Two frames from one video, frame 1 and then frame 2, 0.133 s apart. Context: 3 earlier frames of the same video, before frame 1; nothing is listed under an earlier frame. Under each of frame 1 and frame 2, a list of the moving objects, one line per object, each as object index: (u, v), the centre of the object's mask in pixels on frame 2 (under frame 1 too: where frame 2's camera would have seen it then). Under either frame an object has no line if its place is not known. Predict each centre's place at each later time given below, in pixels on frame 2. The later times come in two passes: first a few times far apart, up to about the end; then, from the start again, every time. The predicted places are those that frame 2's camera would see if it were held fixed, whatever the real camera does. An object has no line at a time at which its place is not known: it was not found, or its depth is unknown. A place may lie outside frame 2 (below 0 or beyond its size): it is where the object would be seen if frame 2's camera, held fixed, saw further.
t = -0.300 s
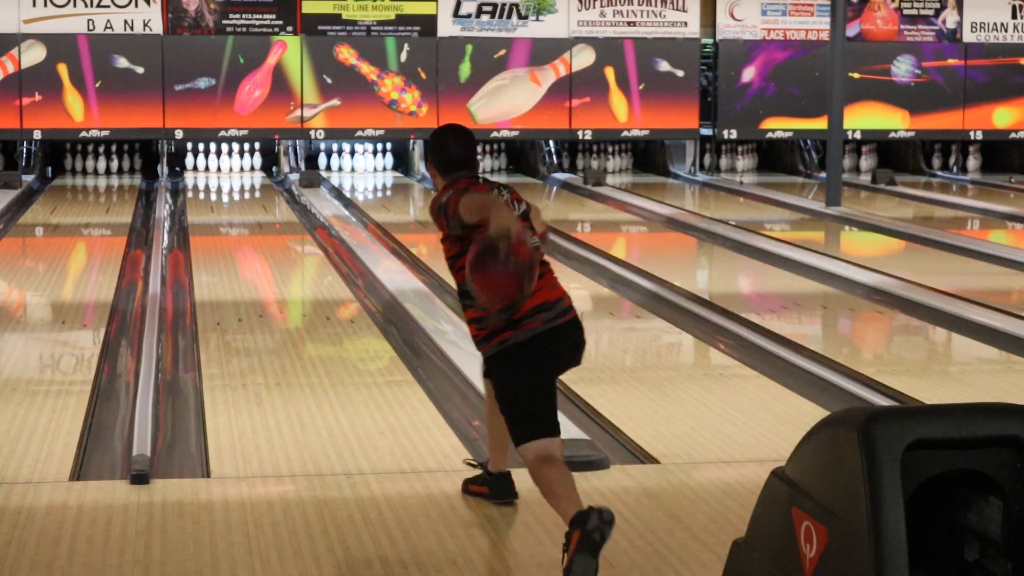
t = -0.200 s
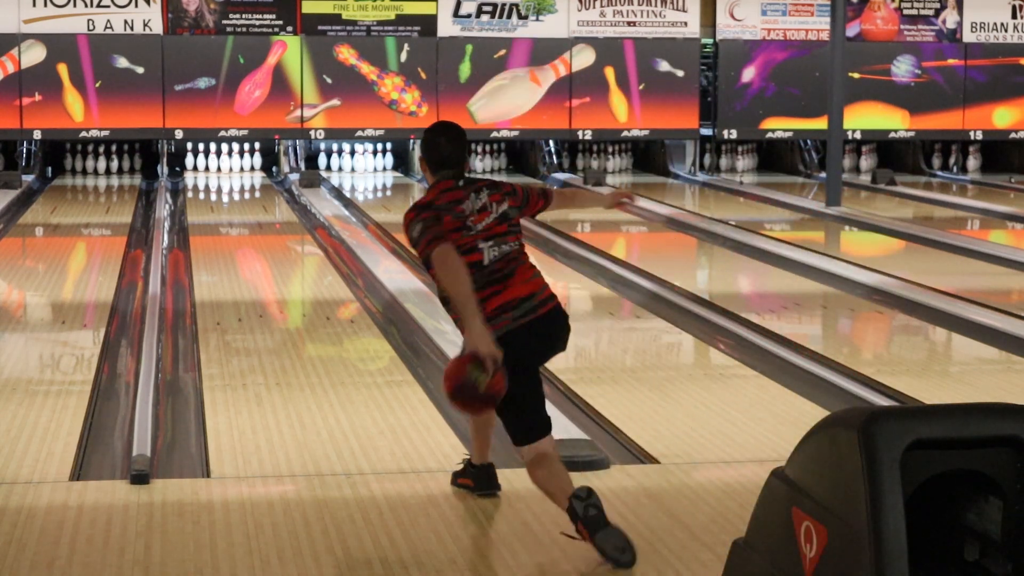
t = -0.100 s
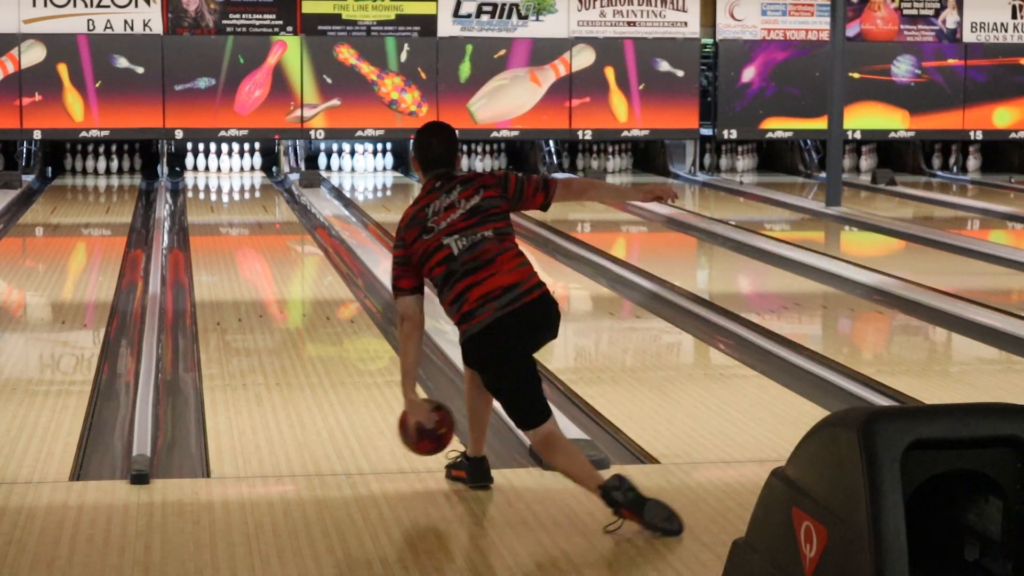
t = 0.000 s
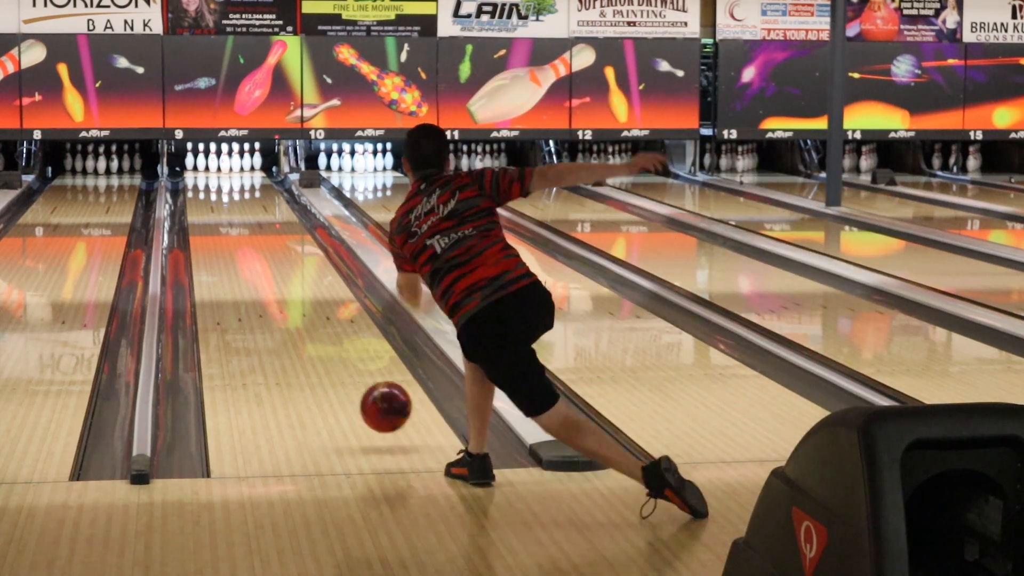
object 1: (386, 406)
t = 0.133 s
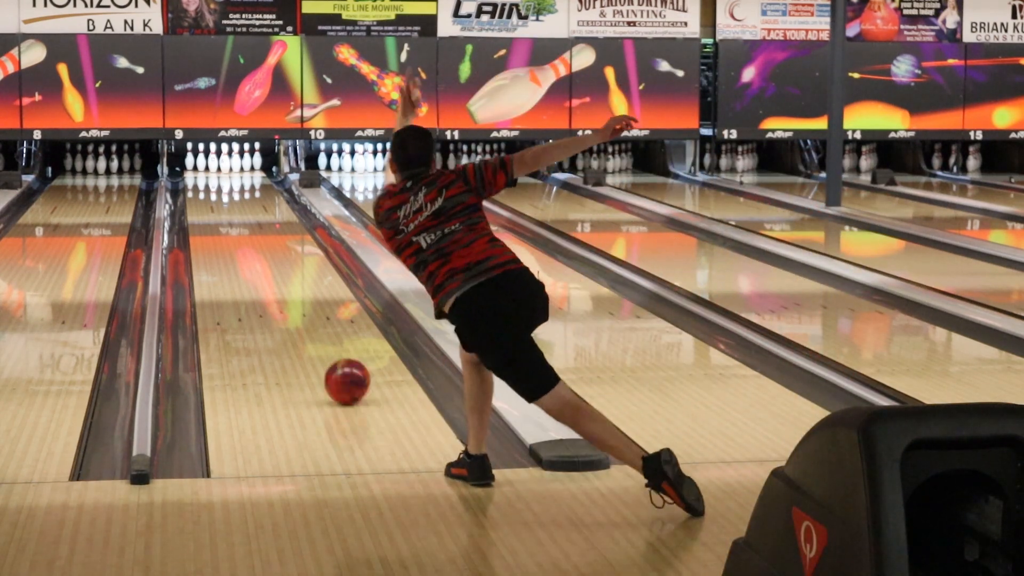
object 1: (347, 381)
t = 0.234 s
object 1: (324, 355)
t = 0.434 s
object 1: (287, 313)
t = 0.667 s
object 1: (257, 277)
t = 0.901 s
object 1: (235, 249)
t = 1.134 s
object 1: (218, 227)
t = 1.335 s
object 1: (208, 212)
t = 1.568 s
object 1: (200, 198)
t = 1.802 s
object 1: (199, 186)
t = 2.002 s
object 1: (204, 177)
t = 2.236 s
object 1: (214, 170)
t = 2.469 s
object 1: (217, 164)
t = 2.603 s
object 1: (215, 162)
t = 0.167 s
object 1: (339, 372)
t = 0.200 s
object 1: (331, 364)
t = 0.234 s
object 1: (324, 355)
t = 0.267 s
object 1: (317, 347)
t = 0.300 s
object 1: (310, 339)
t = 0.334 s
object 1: (304, 332)
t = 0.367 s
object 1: (298, 326)
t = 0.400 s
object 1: (293, 319)
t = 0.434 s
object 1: (287, 313)
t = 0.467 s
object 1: (282, 307)
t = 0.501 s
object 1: (278, 301)
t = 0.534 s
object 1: (273, 296)
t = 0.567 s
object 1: (269, 291)
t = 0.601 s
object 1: (264, 286)
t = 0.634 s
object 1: (261, 281)
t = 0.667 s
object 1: (257, 277)
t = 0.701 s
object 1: (253, 272)
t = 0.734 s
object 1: (250, 268)
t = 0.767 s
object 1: (247, 263)
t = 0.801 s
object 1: (243, 260)
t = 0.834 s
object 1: (240, 256)
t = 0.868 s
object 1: (238, 252)
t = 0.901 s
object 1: (235, 249)
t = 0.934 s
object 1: (232, 245)
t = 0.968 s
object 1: (229, 242)
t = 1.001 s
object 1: (227, 239)
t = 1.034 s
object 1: (225, 235)
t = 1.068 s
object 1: (222, 233)
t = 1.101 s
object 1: (220, 230)
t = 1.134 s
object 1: (218, 227)
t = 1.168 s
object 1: (216, 224)
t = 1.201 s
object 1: (214, 222)
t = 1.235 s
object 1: (213, 219)
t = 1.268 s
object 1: (211, 217)
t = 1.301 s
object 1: (209, 214)
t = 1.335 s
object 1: (208, 212)
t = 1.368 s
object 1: (206, 210)
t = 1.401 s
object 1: (205, 208)
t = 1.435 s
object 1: (204, 206)
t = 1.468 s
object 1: (202, 204)
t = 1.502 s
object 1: (201, 202)
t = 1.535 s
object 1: (200, 200)
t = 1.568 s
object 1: (200, 198)
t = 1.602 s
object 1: (199, 196)
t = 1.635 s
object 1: (199, 194)
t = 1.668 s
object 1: (199, 193)
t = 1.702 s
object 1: (198, 191)
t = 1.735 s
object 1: (198, 189)
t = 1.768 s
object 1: (199, 187)
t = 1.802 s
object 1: (199, 186)
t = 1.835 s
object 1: (200, 179)
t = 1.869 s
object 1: (198, 188)
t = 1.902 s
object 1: (201, 181)
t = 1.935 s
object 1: (202, 180)
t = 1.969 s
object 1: (202, 179)
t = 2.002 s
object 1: (204, 177)
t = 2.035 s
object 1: (205, 176)
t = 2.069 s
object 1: (207, 175)
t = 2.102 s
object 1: (208, 174)
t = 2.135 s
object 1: (210, 173)
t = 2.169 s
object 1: (211, 172)
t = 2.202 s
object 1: (212, 171)
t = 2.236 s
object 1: (214, 170)
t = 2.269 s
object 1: (215, 169)
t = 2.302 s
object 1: (216, 168)
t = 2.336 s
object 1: (218, 167)
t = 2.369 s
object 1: (217, 166)
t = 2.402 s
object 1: (216, 165)
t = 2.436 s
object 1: (217, 165)
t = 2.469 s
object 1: (217, 164)
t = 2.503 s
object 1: (217, 164)
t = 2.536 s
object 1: (216, 163)
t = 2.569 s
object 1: (215, 163)
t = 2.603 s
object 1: (215, 162)
